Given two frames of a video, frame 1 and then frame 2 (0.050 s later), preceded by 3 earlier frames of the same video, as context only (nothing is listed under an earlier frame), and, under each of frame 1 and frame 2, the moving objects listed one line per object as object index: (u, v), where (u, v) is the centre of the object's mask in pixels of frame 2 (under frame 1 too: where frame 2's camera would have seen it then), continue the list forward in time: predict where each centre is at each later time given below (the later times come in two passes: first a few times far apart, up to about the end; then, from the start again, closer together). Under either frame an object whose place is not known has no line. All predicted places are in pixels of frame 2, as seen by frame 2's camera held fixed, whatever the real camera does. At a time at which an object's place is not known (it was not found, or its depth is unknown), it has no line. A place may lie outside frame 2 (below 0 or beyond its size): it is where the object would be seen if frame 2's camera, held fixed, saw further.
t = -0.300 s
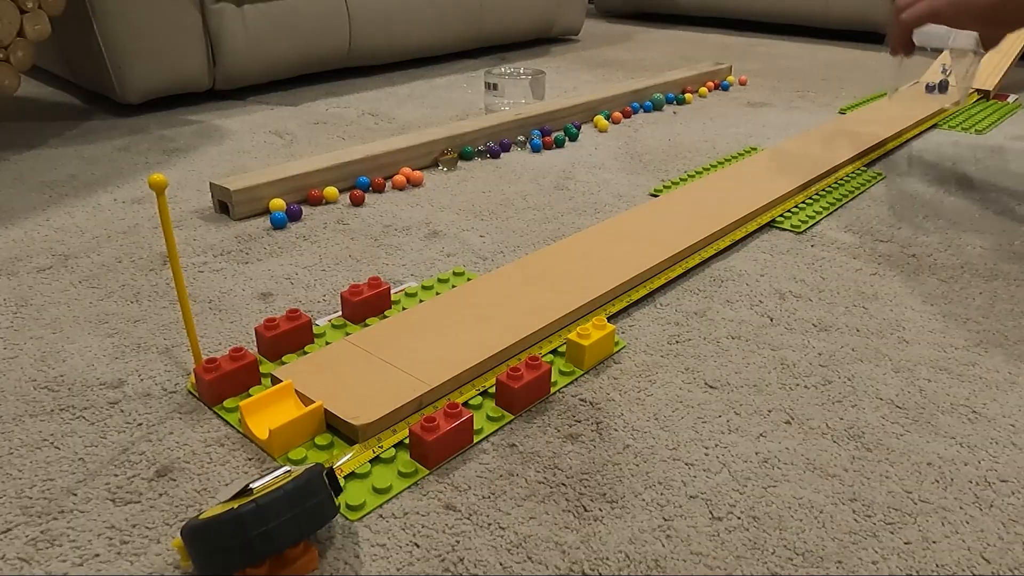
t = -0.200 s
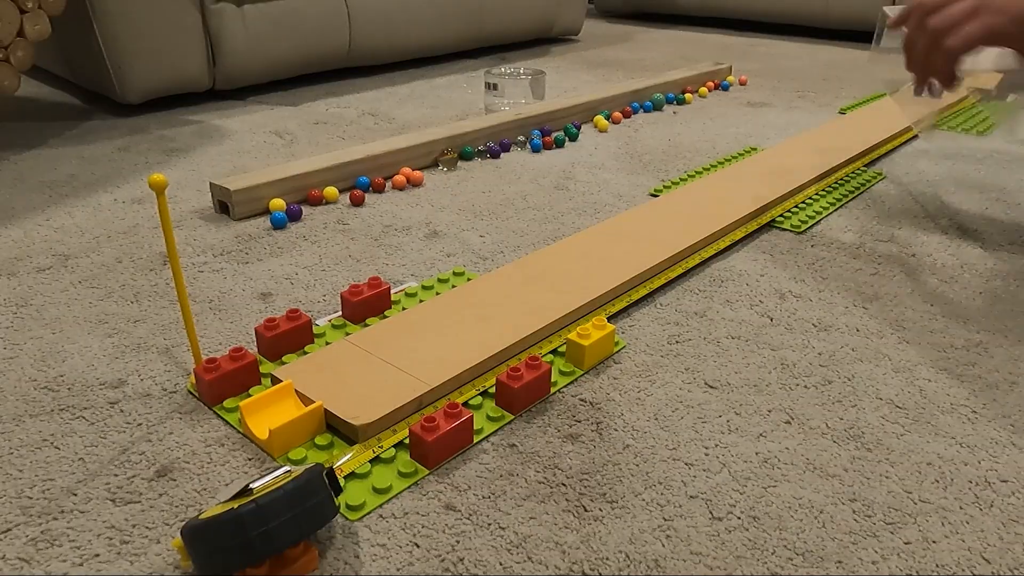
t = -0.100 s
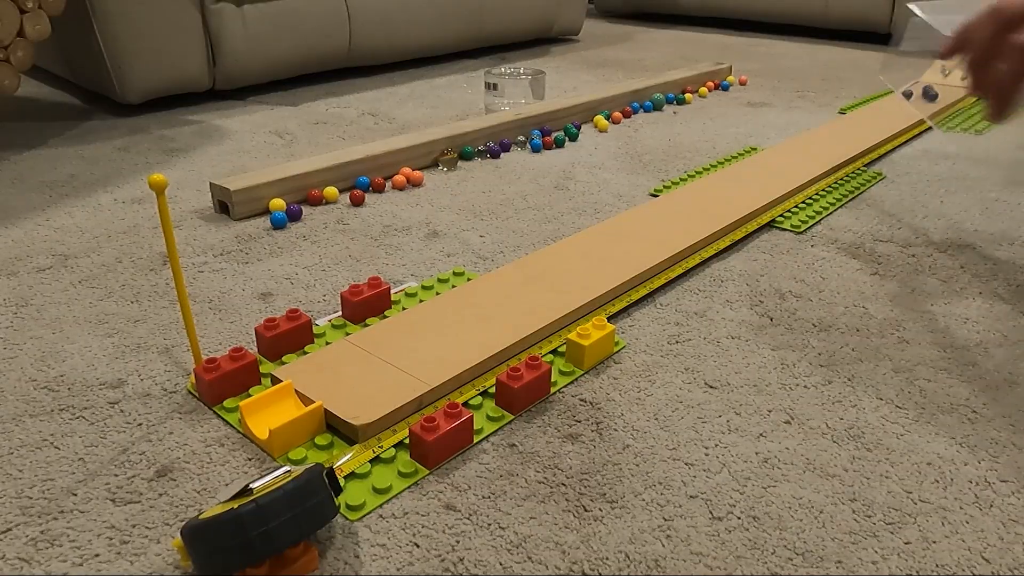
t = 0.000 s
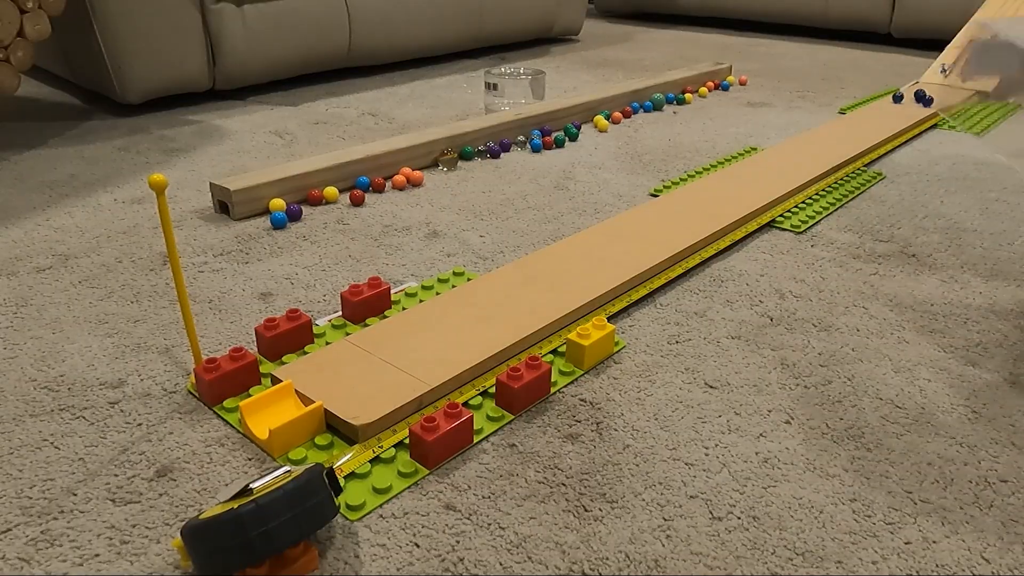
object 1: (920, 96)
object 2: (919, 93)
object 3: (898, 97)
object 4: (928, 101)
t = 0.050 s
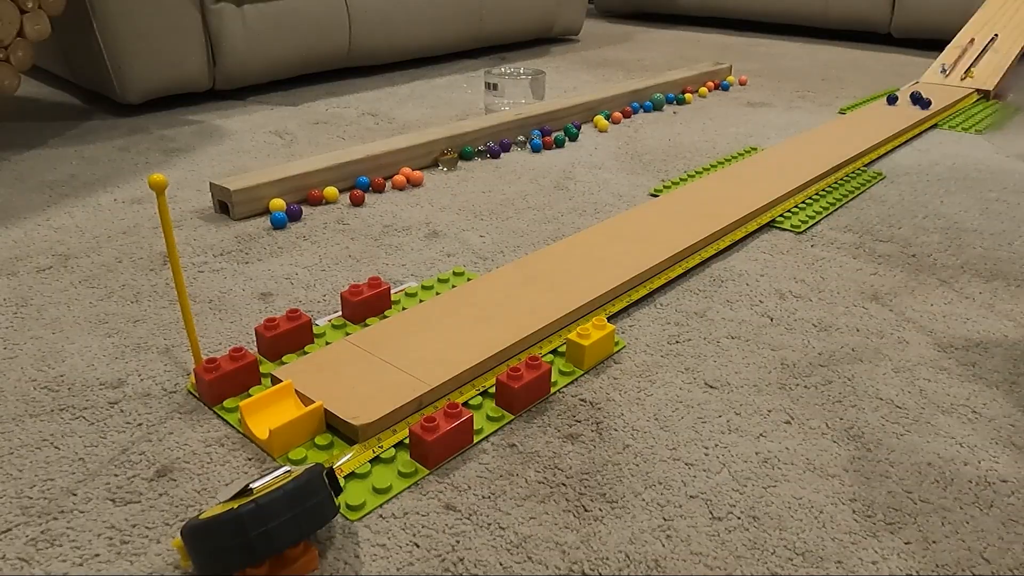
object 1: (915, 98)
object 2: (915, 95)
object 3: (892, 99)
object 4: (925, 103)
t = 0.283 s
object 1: (900, 110)
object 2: (894, 104)
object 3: (864, 108)
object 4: (914, 116)
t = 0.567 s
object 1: (877, 124)
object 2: (868, 117)
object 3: (828, 118)
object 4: (911, 145)
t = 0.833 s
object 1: (854, 139)
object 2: (841, 129)
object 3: (780, 136)
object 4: (934, 166)
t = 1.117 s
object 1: (827, 157)
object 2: (808, 143)
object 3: (735, 142)
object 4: (932, 172)
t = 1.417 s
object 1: (794, 179)
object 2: (766, 159)
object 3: (725, 143)
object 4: (933, 172)
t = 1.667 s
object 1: (761, 198)
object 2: (726, 174)
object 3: (725, 143)
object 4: (933, 172)
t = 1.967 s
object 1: (712, 222)
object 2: (671, 191)
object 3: (725, 143)
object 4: (933, 172)
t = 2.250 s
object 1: (661, 246)
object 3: (725, 143)
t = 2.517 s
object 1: (605, 270)
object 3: (725, 143)
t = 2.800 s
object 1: (538, 297)
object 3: (725, 143)
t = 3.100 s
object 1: (455, 327)
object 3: (725, 143)
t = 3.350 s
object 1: (375, 353)
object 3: (725, 143)
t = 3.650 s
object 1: (304, 379)
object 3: (725, 143)
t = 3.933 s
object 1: (255, 418)
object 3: (725, 143)
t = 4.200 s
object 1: (202, 483)
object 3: (725, 143)
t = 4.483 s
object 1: (211, 487)
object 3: (725, 143)
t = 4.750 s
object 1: (211, 487)
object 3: (725, 143)
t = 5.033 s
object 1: (211, 487)
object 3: (725, 143)
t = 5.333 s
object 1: (211, 487)
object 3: (725, 143)
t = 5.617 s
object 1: (211, 487)
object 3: (725, 143)
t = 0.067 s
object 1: (914, 99)
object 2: (913, 95)
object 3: (890, 100)
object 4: (924, 104)
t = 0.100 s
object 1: (912, 101)
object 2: (910, 97)
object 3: (886, 101)
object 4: (922, 106)
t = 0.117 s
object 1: (911, 102)
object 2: (909, 97)
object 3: (884, 101)
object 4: (922, 107)
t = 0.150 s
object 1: (909, 103)
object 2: (906, 98)
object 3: (880, 103)
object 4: (920, 108)
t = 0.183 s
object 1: (907, 106)
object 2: (903, 100)
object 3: (876, 104)
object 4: (919, 110)
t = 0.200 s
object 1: (906, 106)
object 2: (902, 101)
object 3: (874, 104)
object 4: (918, 111)
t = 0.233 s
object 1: (904, 108)
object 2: (898, 102)
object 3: (870, 105)
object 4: (916, 113)
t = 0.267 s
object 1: (902, 109)
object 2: (896, 104)
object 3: (866, 107)
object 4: (915, 115)
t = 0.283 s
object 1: (900, 110)
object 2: (894, 104)
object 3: (864, 108)
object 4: (914, 116)
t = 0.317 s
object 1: (897, 112)
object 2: (891, 105)
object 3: (860, 109)
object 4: (912, 117)
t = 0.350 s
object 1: (895, 113)
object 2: (889, 108)
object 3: (856, 110)
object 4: (911, 119)
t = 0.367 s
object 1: (893, 114)
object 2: (887, 108)
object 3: (854, 111)
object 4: (910, 120)
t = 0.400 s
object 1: (891, 116)
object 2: (884, 110)
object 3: (850, 112)
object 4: (910, 124)
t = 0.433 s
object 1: (889, 117)
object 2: (881, 111)
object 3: (845, 113)
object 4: (909, 134)
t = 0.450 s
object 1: (887, 118)
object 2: (879, 112)
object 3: (843, 114)
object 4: (909, 134)
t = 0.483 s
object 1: (884, 120)
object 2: (876, 113)
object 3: (839, 115)
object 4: (909, 131)
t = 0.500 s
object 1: (883, 121)
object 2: (875, 114)
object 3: (836, 116)
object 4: (908, 133)
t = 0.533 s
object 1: (880, 122)
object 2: (872, 116)
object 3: (832, 117)
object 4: (907, 142)
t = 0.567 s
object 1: (877, 124)
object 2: (868, 117)
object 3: (828, 118)
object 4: (911, 145)
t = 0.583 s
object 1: (876, 125)
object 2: (867, 118)
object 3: (825, 119)
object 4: (913, 147)
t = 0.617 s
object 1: (873, 127)
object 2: (864, 119)
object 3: (821, 120)
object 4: (917, 151)
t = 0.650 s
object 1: (871, 129)
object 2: (860, 121)
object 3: (816, 122)
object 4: (921, 154)
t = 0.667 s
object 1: (869, 129)
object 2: (859, 122)
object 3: (814, 122)
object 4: (922, 155)
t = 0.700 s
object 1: (866, 131)
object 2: (855, 123)
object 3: (809, 124)
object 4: (924, 158)
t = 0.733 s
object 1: (863, 133)
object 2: (852, 125)
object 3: (803, 125)
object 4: (927, 159)
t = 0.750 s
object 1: (862, 134)
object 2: (850, 126)
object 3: (800, 127)
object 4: (928, 161)
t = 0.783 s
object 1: (859, 136)
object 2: (847, 127)
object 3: (790, 134)
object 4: (930, 163)
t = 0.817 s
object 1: (856, 138)
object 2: (843, 128)
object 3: (783, 136)
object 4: (933, 165)
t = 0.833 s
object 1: (854, 139)
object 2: (841, 129)
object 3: (780, 136)
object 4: (934, 166)
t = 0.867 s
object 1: (851, 141)
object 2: (837, 131)
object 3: (772, 140)
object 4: (936, 167)
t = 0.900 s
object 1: (848, 143)
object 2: (834, 132)
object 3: (765, 140)
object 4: (935, 169)
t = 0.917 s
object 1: (847, 144)
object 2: (832, 133)
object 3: (762, 141)
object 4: (935, 169)
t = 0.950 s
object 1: (843, 146)
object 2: (828, 135)
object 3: (758, 141)
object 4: (934, 171)
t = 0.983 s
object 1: (840, 149)
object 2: (824, 136)
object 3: (753, 140)
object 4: (933, 172)
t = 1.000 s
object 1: (839, 150)
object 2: (822, 137)
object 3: (751, 141)
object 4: (933, 172)
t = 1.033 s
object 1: (836, 152)
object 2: (818, 139)
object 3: (746, 142)
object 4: (932, 172)
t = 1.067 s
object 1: (832, 154)
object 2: (814, 141)
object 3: (741, 142)
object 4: (931, 172)
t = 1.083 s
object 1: (830, 155)
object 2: (812, 142)
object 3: (739, 142)
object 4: (931, 172)
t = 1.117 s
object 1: (827, 157)
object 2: (808, 143)
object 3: (735, 142)
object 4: (932, 172)
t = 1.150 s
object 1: (824, 159)
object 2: (803, 145)
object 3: (732, 142)
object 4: (932, 172)
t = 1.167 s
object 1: (822, 161)
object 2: (801, 146)
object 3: (731, 142)
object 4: (932, 172)
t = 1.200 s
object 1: (818, 163)
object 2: (796, 148)
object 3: (729, 142)
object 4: (933, 172)
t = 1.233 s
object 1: (815, 166)
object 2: (792, 150)
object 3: (728, 142)
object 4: (933, 172)
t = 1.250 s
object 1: (813, 167)
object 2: (790, 150)
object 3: (727, 143)
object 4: (933, 172)
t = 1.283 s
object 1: (810, 169)
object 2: (785, 152)
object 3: (727, 143)
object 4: (933, 172)
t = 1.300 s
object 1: (808, 170)
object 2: (783, 153)
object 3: (726, 143)
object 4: (933, 172)
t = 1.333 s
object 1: (804, 173)
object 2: (778, 155)
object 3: (726, 143)
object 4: (933, 172)
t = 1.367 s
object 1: (800, 175)
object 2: (773, 157)
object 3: (725, 143)
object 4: (933, 172)
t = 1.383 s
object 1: (798, 176)
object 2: (771, 158)
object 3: (725, 143)
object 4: (933, 172)
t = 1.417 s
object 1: (794, 179)
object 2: (766, 159)
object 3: (725, 143)
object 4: (933, 172)
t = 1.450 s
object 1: (790, 181)
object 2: (761, 161)
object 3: (725, 143)
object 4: (933, 172)
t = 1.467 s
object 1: (788, 183)
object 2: (758, 162)
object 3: (725, 143)
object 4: (933, 172)
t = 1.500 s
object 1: (784, 185)
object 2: (753, 164)
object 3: (725, 143)
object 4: (933, 172)
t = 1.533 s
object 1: (780, 188)
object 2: (748, 166)
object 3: (725, 143)
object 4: (933, 172)
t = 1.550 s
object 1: (778, 189)
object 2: (745, 167)
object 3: (725, 143)
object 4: (933, 172)
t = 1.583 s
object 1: (774, 192)
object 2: (740, 169)
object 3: (725, 143)
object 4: (933, 172)
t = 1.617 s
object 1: (768, 194)
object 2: (734, 171)
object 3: (725, 143)
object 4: (933, 172)
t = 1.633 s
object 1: (766, 195)
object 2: (731, 171)
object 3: (725, 143)
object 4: (933, 172)
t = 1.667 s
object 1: (761, 198)
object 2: (726, 174)
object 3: (725, 143)
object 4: (933, 172)
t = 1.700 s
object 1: (756, 200)
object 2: (720, 175)
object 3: (725, 143)
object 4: (933, 172)
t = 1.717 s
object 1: (753, 202)
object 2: (717, 177)
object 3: (725, 143)
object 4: (933, 172)
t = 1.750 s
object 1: (748, 204)
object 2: (711, 179)
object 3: (725, 143)
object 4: (933, 172)
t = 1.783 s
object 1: (742, 207)
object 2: (705, 181)
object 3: (725, 143)
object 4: (933, 172)
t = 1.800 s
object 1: (740, 208)
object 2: (702, 181)
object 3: (725, 143)
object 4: (933, 172)
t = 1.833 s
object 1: (734, 211)
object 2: (696, 184)
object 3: (725, 143)
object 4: (933, 172)
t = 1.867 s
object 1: (729, 213)
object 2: (690, 186)
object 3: (725, 143)
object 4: (933, 172)
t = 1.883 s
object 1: (726, 215)
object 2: (687, 187)
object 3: (725, 143)
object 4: (933, 172)
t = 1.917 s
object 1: (720, 217)
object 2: (681, 188)
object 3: (725, 143)
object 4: (933, 172)
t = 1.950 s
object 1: (715, 220)
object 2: (674, 190)
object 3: (725, 143)
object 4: (933, 172)
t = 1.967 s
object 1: (712, 222)
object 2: (671, 191)
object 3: (725, 143)
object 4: (933, 172)
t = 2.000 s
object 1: (706, 224)
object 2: (665, 193)
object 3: (725, 143)
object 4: (933, 172)
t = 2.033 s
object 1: (700, 227)
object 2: (658, 195)
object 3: (725, 143)
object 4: (933, 172)
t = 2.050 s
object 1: (697, 229)
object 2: (655, 196)
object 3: (725, 143)
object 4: (933, 172)
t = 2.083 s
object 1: (692, 232)
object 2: (648, 198)
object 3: (725, 143)
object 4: (933, 172)
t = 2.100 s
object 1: (689, 233)
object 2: (645, 199)
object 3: (725, 143)
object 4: (933, 172)
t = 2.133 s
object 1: (683, 236)
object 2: (638, 201)
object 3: (725, 143)
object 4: (933, 172)
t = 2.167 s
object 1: (676, 239)
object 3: (725, 143)
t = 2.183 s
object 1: (673, 240)
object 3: (725, 143)
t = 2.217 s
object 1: (667, 243)
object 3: (725, 143)
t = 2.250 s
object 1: (661, 246)
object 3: (725, 143)
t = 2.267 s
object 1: (657, 247)
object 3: (725, 143)
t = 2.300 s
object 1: (651, 250)
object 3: (725, 143)
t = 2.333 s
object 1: (644, 253)
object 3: (725, 143)
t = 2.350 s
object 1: (641, 255)
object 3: (725, 143)
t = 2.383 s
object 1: (634, 258)
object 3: (725, 143)
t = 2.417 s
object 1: (627, 261)
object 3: (725, 143)
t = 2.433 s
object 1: (623, 263)
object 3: (725, 143)
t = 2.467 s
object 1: (616, 266)
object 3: (725, 143)
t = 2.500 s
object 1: (609, 269)
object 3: (725, 143)
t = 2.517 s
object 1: (605, 270)
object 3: (725, 143)
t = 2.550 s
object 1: (598, 273)
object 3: (725, 143)
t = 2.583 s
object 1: (591, 277)
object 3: (725, 143)
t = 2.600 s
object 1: (587, 278)
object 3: (725, 143)
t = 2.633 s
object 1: (579, 281)
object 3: (725, 143)
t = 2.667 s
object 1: (571, 284)
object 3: (725, 143)
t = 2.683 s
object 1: (567, 286)
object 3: (725, 143)
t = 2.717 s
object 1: (559, 289)
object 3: (725, 143)
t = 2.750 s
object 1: (551, 292)
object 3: (725, 143)
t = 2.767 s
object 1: (546, 294)
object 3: (725, 143)
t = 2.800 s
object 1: (538, 297)
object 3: (725, 143)
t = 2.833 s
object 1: (529, 300)
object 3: (725, 143)
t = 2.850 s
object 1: (525, 302)
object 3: (725, 143)
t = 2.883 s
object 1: (516, 305)
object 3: (725, 143)
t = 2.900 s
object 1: (512, 306)
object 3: (725, 143)
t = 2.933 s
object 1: (503, 310)
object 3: (725, 143)
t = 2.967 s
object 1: (494, 314)
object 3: (725, 143)
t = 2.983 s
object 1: (489, 315)
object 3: (725, 143)
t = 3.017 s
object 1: (479, 318)
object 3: (725, 143)
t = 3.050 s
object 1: (470, 322)
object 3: (725, 143)
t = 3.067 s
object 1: (465, 324)
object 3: (725, 143)
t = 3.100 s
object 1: (455, 327)
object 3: (725, 143)
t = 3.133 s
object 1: (445, 330)
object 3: (725, 143)
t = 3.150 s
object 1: (440, 332)
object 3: (725, 143)
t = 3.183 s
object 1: (430, 336)
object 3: (725, 143)
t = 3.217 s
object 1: (419, 339)
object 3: (725, 143)
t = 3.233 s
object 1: (413, 341)
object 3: (725, 143)
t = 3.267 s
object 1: (403, 344)
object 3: (725, 143)
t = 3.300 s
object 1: (392, 348)
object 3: (725, 143)
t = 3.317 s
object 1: (386, 350)
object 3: (725, 143)
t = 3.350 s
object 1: (375, 353)
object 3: (725, 143)
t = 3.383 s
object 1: (364, 357)
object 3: (725, 143)
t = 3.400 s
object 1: (358, 359)
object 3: (725, 143)
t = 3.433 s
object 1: (346, 362)
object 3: (725, 143)
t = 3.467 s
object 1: (334, 366)
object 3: (725, 143)
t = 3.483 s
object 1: (328, 368)
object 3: (725, 143)
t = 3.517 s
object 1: (316, 372)
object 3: (725, 143)
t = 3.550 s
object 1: (304, 375)
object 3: (725, 143)
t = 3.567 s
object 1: (304, 375)
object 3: (725, 143)
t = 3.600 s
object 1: (305, 377)
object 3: (725, 143)
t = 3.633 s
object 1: (304, 378)
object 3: (725, 143)
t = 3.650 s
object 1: (304, 379)
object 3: (725, 143)
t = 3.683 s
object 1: (302, 380)
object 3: (725, 143)
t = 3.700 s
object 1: (302, 381)
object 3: (725, 143)
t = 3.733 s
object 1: (300, 383)
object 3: (725, 143)
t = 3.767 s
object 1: (296, 388)
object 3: (725, 143)
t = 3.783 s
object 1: (293, 395)
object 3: (725, 143)
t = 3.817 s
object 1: (288, 405)
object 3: (725, 143)
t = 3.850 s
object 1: (282, 409)
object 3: (725, 143)
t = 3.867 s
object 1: (278, 411)
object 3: (725, 143)
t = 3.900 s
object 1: (267, 417)
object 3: (725, 143)
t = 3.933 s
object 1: (255, 418)
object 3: (725, 143)
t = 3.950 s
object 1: (250, 420)
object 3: (725, 143)
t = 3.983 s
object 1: (242, 432)
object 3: (725, 143)
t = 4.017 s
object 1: (235, 451)
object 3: (725, 143)
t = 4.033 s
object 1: (232, 453)
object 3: (725, 143)
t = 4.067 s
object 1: (225, 463)
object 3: (725, 143)
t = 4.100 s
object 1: (217, 469)
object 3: (725, 143)
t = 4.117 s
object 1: (213, 472)
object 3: (725, 143)
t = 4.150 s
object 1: (208, 477)
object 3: (725, 143)
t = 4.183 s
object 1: (204, 481)
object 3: (725, 143)
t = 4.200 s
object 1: (202, 483)
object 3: (725, 143)
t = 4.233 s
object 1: (201, 487)
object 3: (725, 143)
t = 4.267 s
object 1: (203, 490)
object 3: (725, 143)
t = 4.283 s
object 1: (205, 490)
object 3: (725, 143)
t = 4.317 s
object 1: (209, 490)
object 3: (725, 143)
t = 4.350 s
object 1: (212, 488)
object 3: (725, 143)
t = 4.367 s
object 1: (213, 488)
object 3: (725, 143)
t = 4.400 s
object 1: (213, 487)
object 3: (725, 143)
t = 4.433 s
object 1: (212, 487)
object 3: (725, 143)
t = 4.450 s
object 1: (212, 488)
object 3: (725, 143)
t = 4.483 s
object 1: (211, 487)
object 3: (725, 143)
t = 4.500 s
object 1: (210, 487)
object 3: (725, 143)
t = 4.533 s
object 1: (210, 487)
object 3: (725, 143)
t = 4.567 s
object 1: (210, 487)
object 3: (725, 143)
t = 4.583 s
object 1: (210, 487)
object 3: (725, 143)
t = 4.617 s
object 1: (211, 487)
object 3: (725, 143)
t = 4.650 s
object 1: (211, 487)
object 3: (725, 143)
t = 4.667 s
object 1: (211, 487)
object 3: (725, 143)
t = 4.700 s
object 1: (211, 487)
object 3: (725, 143)
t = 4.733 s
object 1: (211, 487)
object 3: (725, 143)
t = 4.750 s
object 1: (211, 487)
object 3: (725, 143)
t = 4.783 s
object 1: (211, 487)
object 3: (725, 143)
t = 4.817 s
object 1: (211, 487)
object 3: (725, 143)
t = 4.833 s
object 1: (211, 487)
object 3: (725, 143)
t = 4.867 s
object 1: (211, 487)
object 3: (725, 143)
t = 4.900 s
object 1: (211, 487)
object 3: (725, 143)
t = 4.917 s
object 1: (211, 487)
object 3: (725, 143)
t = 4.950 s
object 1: (210, 487)
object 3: (725, 143)
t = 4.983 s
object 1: (211, 487)
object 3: (725, 143)
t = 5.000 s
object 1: (211, 487)
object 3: (725, 143)
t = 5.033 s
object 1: (211, 487)
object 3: (725, 143)
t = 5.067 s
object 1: (211, 487)
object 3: (725, 143)
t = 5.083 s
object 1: (211, 487)
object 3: (725, 143)
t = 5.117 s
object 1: (211, 487)
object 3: (725, 143)
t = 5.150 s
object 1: (211, 487)
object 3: (725, 143)
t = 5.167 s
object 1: (211, 487)
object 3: (725, 143)
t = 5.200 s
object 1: (211, 487)
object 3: (725, 143)
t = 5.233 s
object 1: (211, 487)
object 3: (725, 143)
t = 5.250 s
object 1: (211, 487)
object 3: (725, 143)
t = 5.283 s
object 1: (211, 487)
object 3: (725, 143)
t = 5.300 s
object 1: (211, 487)
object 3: (725, 143)
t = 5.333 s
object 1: (211, 487)
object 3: (725, 143)
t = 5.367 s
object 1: (211, 487)
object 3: (725, 143)
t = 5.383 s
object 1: (210, 487)
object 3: (725, 143)
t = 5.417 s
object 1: (211, 487)
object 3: (725, 143)
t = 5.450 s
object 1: (211, 487)
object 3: (725, 143)
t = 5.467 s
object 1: (211, 487)
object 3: (725, 143)
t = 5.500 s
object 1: (210, 487)
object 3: (725, 143)
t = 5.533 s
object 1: (211, 487)
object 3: (725, 143)
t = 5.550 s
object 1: (211, 487)
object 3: (725, 143)
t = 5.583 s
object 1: (211, 487)
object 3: (725, 143)
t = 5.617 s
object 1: (211, 487)
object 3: (725, 143)
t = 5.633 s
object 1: (211, 487)
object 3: (725, 143)
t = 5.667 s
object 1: (211, 487)
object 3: (725, 142)
